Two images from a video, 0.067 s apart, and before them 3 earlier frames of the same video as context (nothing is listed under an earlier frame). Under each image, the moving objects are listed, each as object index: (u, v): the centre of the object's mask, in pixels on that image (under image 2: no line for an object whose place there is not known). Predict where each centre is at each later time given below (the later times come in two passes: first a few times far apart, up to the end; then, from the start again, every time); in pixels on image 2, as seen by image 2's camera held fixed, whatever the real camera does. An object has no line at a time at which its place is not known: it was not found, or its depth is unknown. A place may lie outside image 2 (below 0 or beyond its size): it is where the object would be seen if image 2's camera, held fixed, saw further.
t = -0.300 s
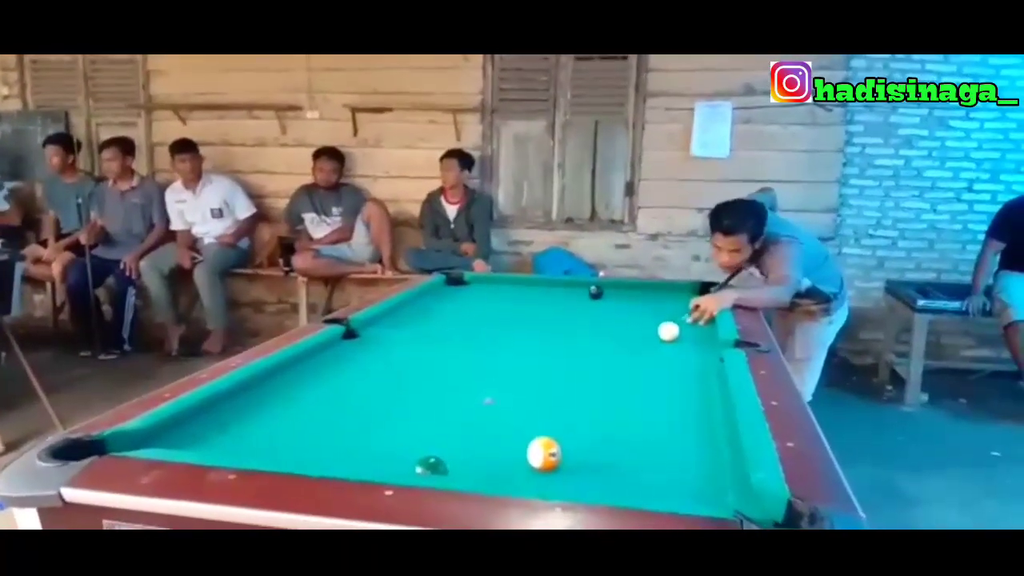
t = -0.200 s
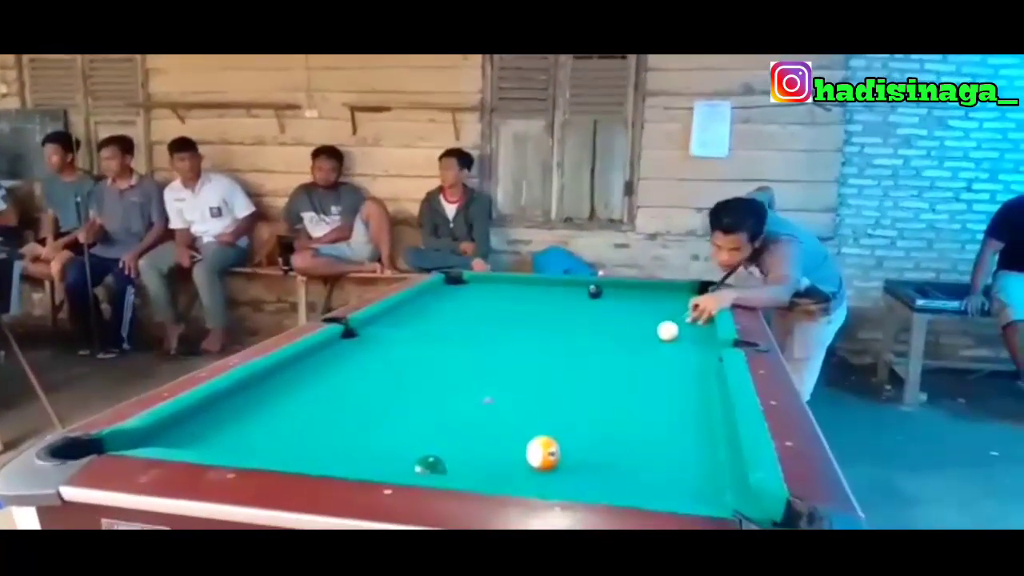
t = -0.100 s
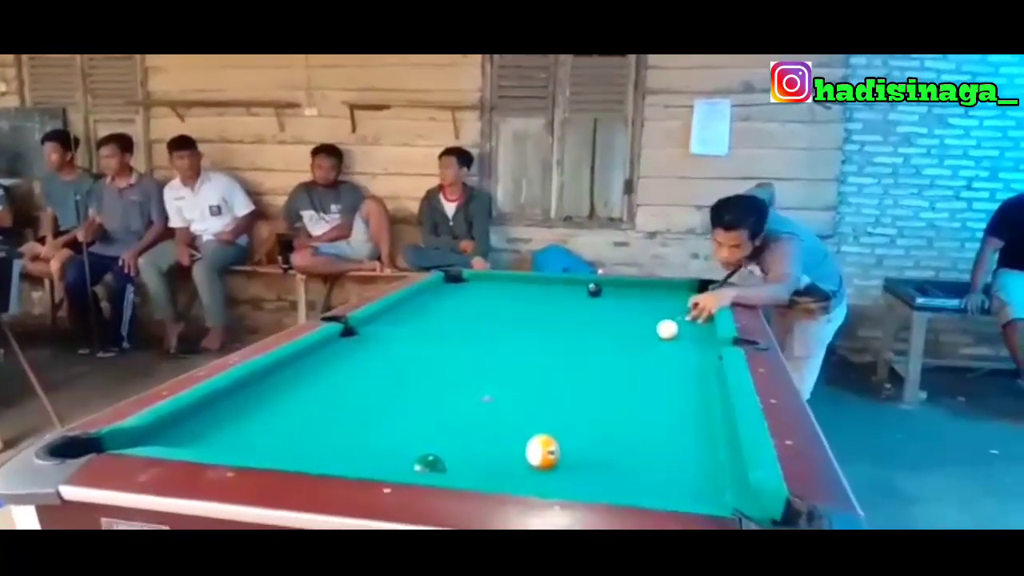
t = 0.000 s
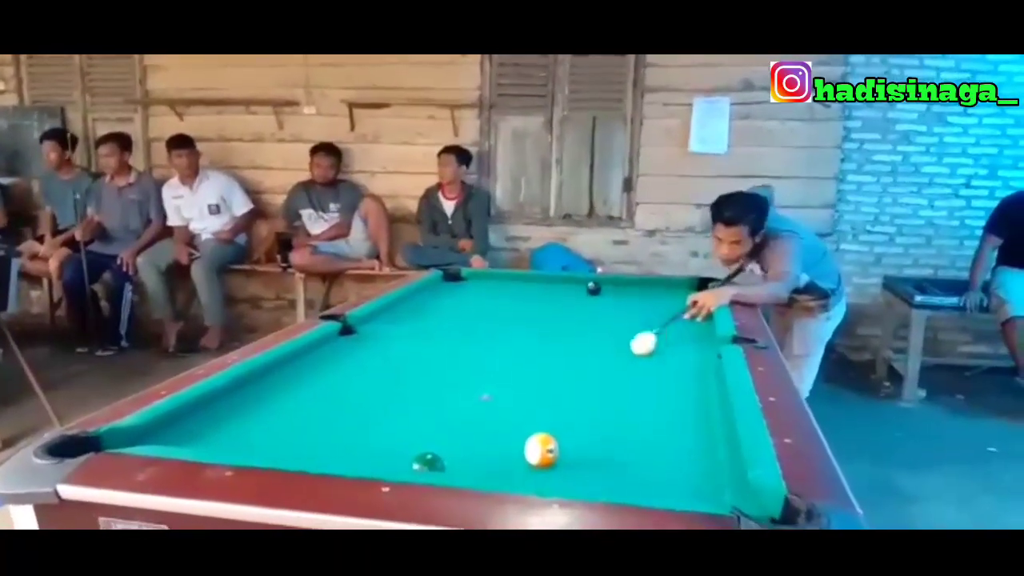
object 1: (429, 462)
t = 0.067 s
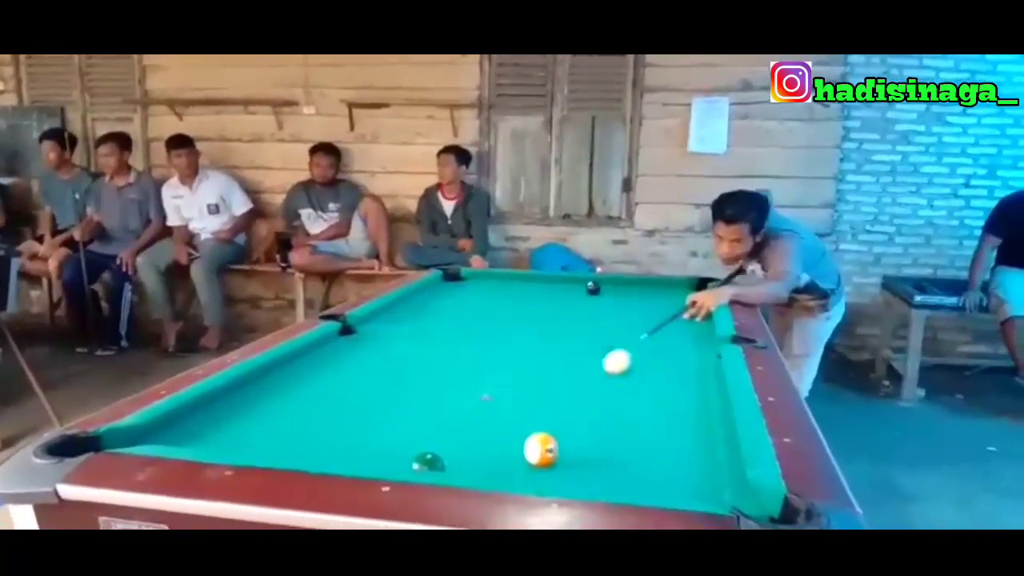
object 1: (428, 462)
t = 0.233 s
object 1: (428, 462)
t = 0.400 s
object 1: (411, 460)
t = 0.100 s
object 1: (429, 462)
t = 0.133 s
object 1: (428, 462)
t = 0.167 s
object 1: (428, 462)
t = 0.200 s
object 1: (428, 462)
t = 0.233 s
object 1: (428, 462)
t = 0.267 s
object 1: (428, 462)
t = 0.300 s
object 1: (428, 462)
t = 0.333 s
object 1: (428, 462)
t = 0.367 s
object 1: (426, 462)
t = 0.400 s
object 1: (411, 460)
